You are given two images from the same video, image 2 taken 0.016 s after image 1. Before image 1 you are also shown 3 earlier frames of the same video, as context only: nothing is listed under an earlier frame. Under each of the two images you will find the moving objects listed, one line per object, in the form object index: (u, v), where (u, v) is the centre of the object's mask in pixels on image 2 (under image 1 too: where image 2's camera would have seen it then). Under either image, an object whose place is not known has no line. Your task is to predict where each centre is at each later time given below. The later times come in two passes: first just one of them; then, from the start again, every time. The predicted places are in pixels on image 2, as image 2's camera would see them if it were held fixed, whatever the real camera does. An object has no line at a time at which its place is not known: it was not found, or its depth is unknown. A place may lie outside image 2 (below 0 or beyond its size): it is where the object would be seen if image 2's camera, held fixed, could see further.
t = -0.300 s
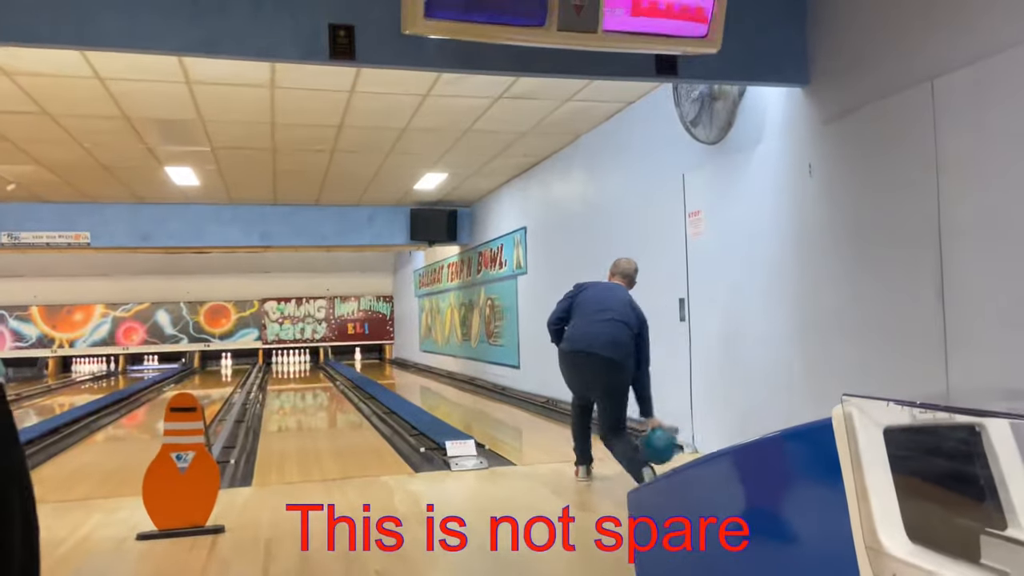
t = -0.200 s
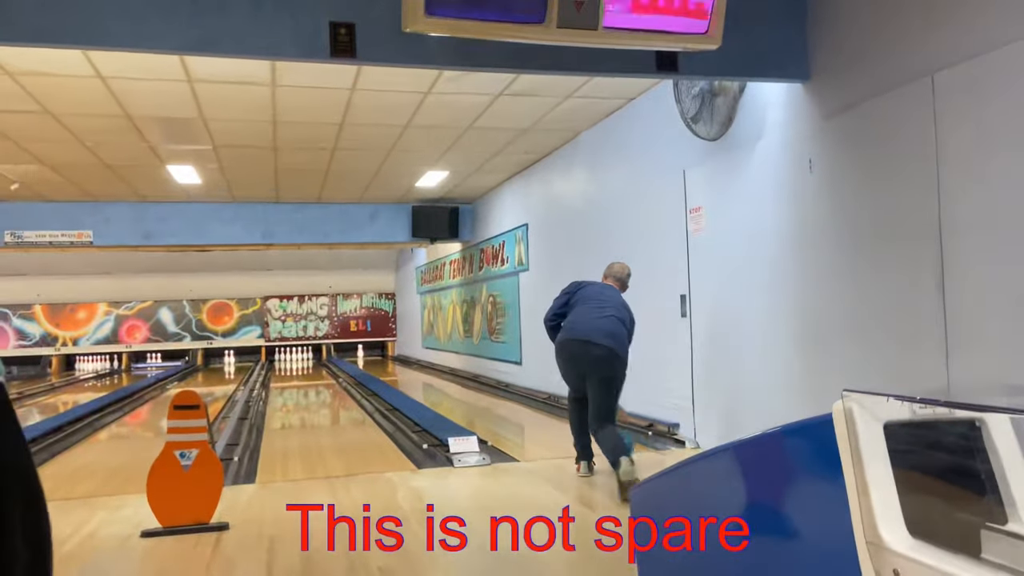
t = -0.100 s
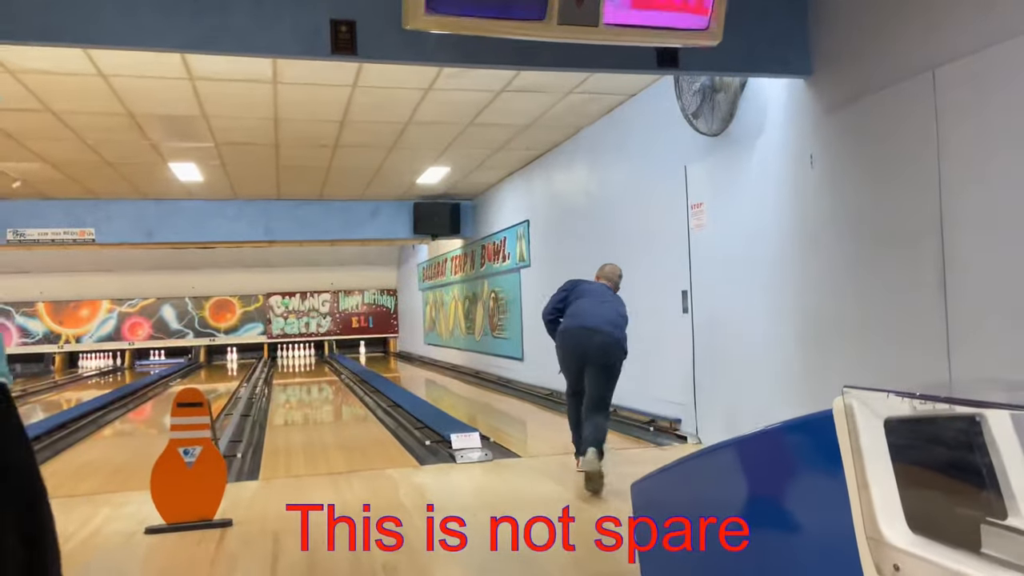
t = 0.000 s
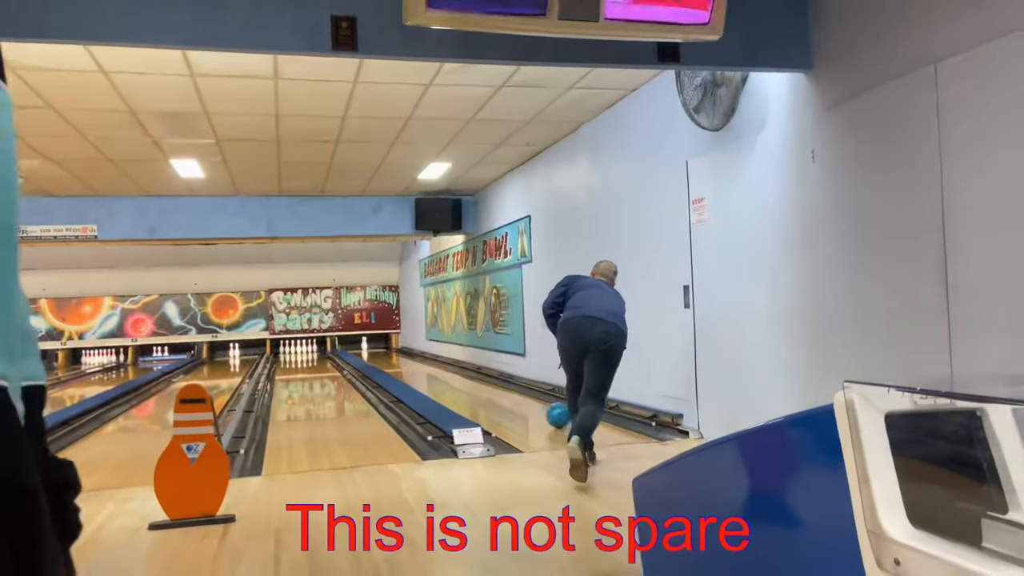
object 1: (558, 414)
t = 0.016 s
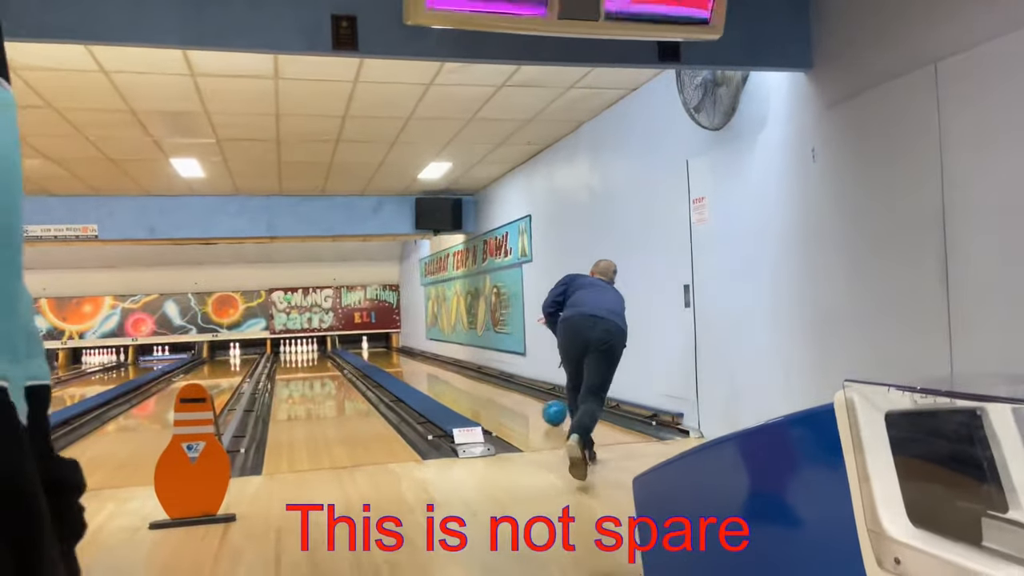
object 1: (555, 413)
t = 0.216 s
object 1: (513, 397)
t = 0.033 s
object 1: (550, 411)
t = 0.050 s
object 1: (546, 410)
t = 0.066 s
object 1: (543, 408)
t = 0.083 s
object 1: (539, 407)
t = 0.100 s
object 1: (535, 406)
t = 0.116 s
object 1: (532, 405)
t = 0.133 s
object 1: (528, 403)
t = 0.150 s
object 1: (525, 402)
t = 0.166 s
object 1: (522, 401)
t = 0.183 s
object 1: (519, 399)
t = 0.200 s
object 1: (516, 398)
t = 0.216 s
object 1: (513, 397)
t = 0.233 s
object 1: (510, 396)
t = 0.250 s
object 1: (507, 395)
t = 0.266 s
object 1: (504, 395)
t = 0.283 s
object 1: (502, 394)
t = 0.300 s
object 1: (499, 392)
